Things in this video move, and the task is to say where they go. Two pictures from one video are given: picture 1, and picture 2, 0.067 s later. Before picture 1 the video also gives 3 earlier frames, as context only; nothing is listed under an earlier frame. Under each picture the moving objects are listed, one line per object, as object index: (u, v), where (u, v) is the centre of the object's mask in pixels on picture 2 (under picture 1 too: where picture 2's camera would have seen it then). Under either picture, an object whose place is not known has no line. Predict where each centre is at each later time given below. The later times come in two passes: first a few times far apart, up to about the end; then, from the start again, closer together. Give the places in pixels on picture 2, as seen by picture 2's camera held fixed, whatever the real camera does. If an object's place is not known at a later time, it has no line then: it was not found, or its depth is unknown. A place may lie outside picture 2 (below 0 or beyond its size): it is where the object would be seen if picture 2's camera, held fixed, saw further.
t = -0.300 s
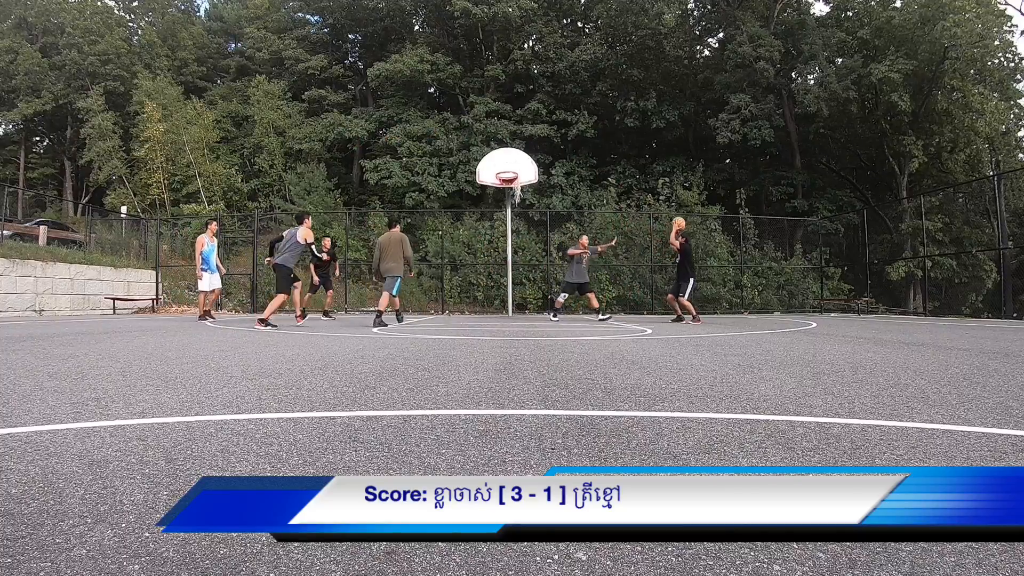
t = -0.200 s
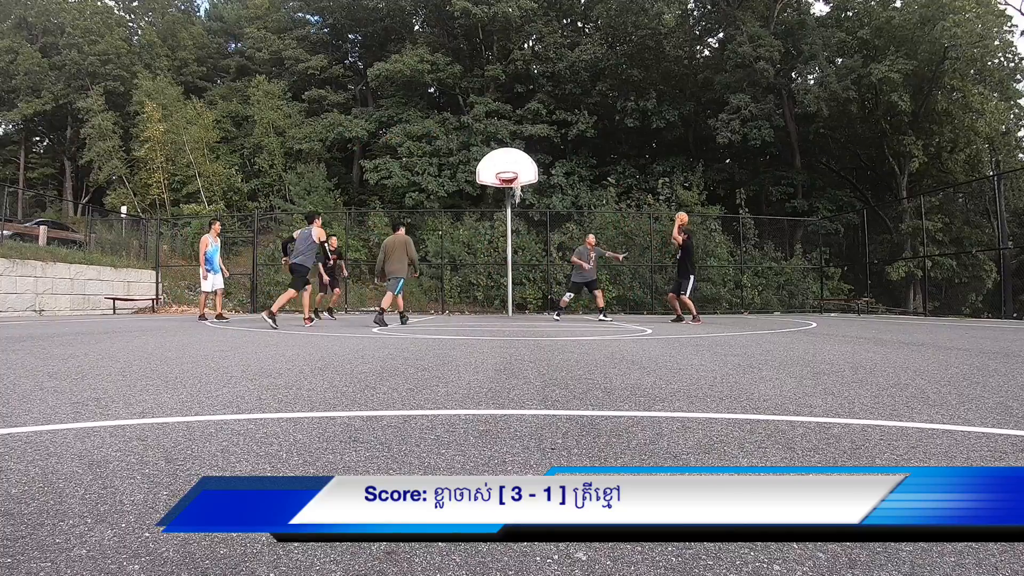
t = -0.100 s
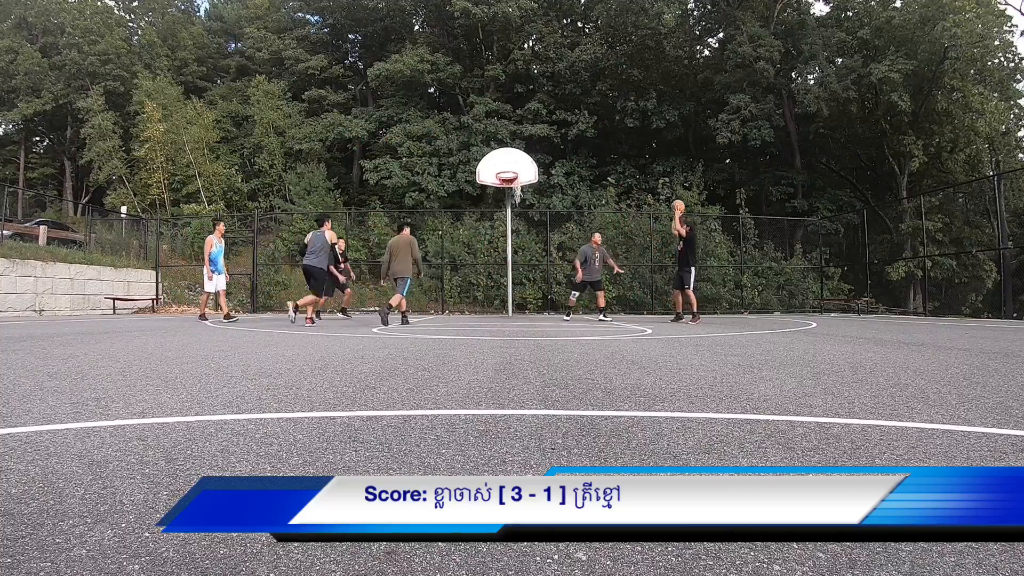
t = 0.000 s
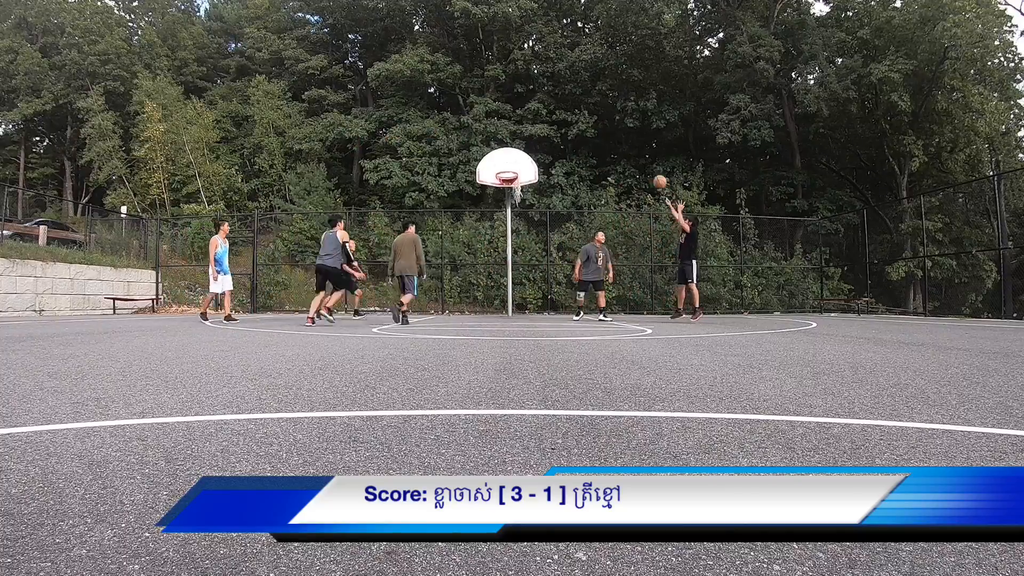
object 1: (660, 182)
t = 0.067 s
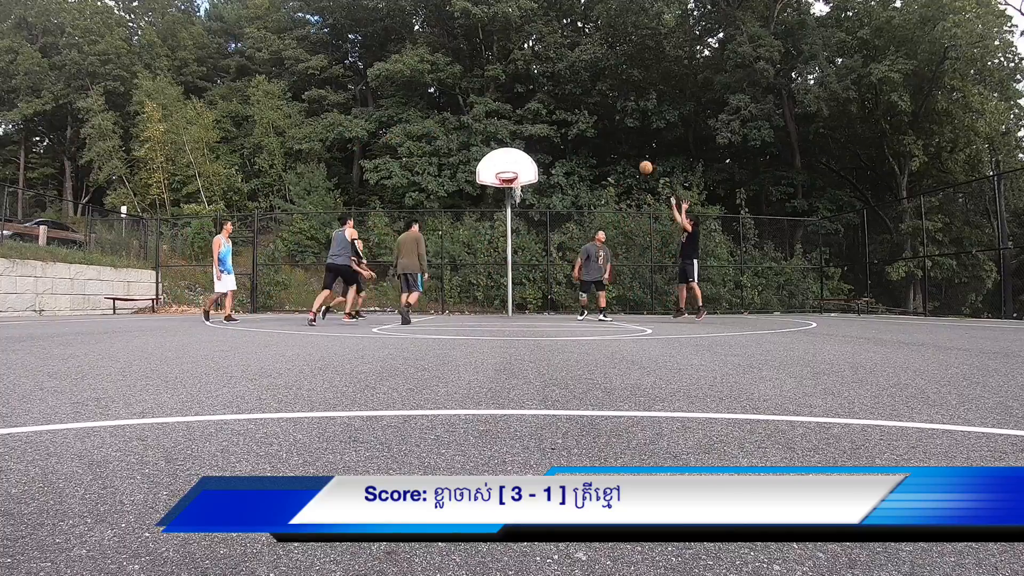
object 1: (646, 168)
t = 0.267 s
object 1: (606, 141)
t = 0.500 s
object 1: (567, 136)
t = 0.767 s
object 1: (527, 159)
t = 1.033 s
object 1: (541, 146)
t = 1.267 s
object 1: (567, 143)
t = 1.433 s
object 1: (586, 156)
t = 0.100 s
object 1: (639, 161)
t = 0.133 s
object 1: (632, 156)
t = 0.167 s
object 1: (625, 151)
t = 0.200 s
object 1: (619, 147)
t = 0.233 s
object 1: (613, 144)
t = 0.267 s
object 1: (606, 141)
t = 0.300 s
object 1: (601, 139)
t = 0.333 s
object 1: (594, 137)
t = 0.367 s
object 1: (589, 135)
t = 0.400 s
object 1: (583, 135)
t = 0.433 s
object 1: (577, 135)
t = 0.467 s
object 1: (572, 135)
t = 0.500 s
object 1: (567, 136)
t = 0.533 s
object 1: (561, 138)
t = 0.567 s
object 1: (556, 139)
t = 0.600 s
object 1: (551, 141)
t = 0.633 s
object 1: (546, 144)
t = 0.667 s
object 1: (541, 147)
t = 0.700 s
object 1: (536, 151)
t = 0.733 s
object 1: (532, 155)
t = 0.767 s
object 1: (527, 159)
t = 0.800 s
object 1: (522, 165)
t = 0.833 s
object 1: (520, 168)
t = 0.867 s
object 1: (523, 163)
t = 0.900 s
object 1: (527, 158)
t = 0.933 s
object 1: (531, 155)
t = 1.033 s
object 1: (541, 146)
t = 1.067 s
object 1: (544, 144)
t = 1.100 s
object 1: (548, 143)
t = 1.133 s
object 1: (552, 142)
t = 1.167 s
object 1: (555, 141)
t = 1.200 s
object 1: (559, 141)
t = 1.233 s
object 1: (563, 142)
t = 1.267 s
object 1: (567, 143)
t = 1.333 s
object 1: (574, 147)
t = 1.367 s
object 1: (578, 149)
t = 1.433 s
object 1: (586, 156)
